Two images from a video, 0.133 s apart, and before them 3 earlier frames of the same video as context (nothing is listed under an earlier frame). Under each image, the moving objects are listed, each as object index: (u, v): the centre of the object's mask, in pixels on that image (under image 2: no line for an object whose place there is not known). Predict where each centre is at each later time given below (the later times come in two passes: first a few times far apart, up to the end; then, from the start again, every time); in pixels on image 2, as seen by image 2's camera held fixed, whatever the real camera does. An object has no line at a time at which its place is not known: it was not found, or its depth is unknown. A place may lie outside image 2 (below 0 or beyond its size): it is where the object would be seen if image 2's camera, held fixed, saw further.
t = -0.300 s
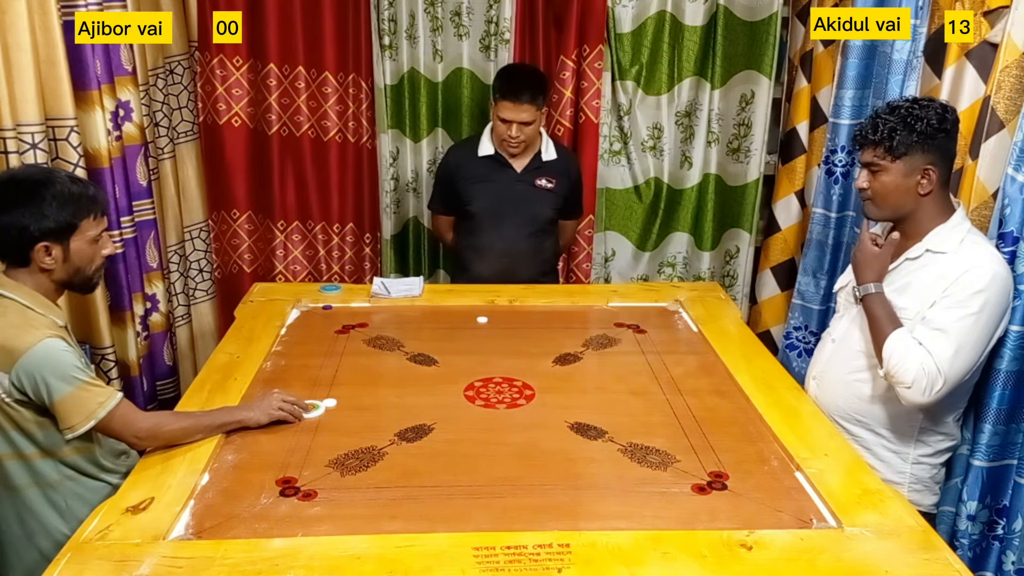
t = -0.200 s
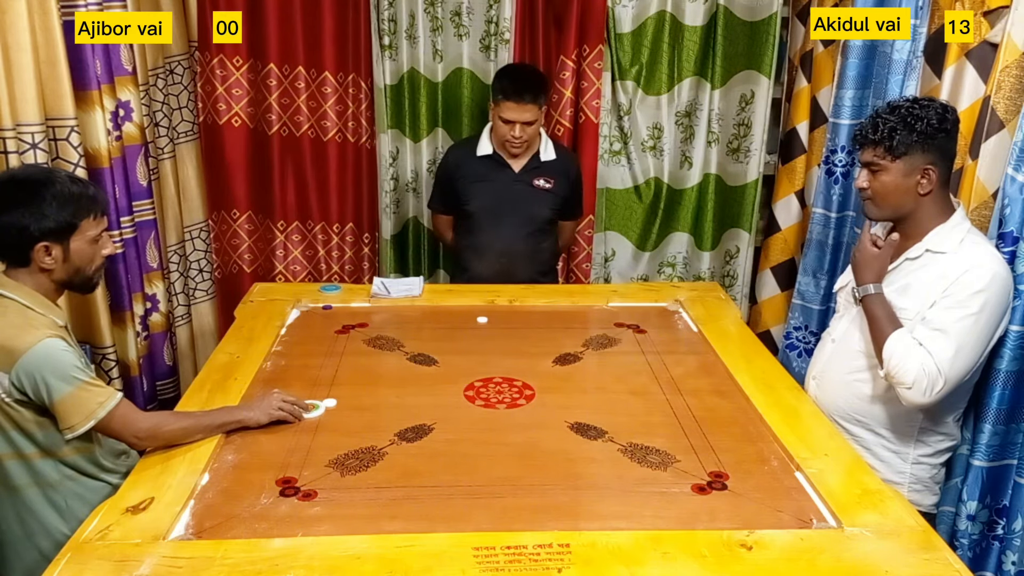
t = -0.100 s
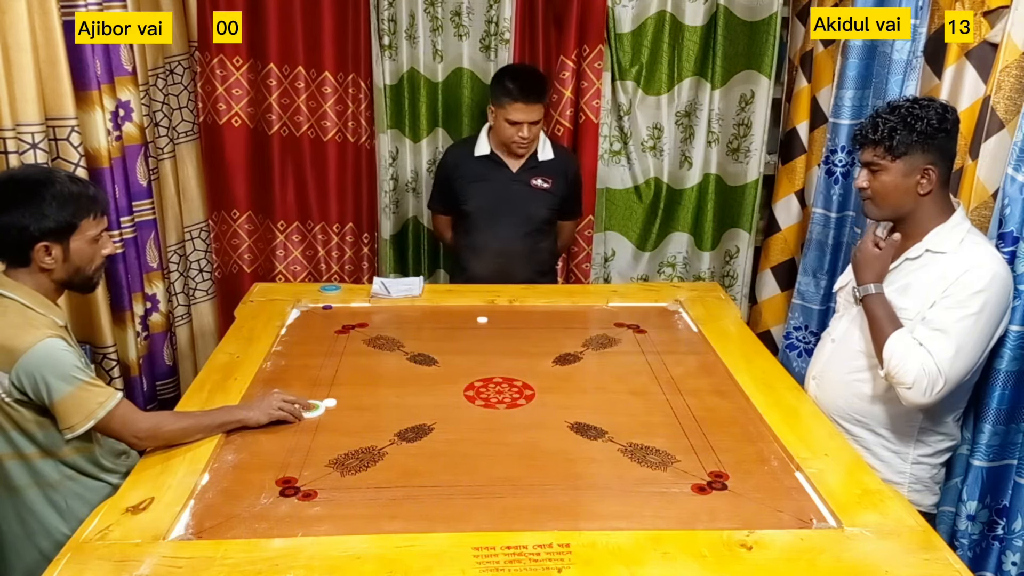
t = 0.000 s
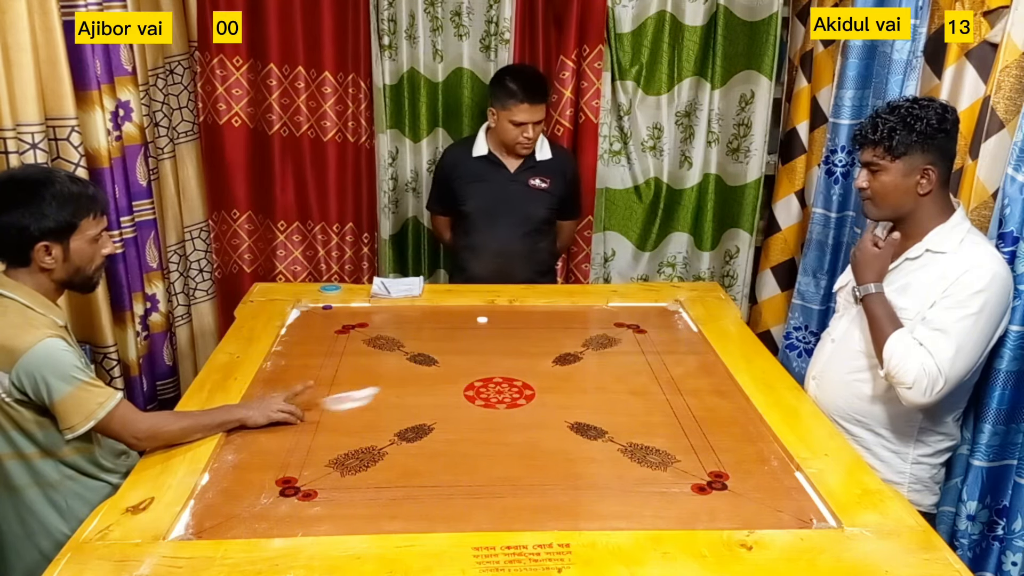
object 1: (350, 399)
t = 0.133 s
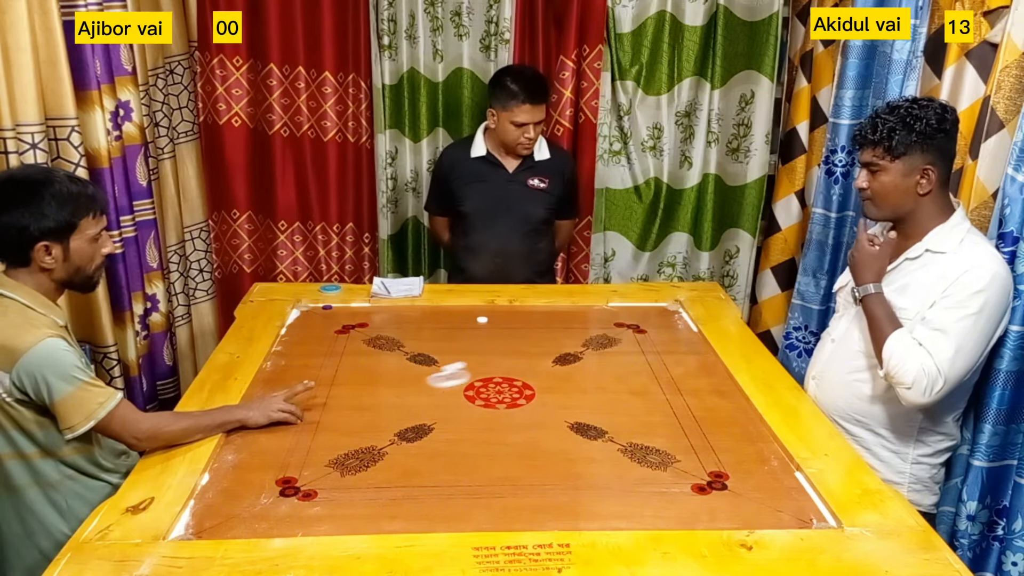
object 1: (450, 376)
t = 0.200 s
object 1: (491, 366)
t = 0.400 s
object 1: (597, 347)
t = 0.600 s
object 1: (676, 330)
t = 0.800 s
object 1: (676, 321)
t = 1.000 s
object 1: (674, 320)
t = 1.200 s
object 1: (674, 320)
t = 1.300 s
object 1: (674, 320)
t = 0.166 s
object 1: (471, 371)
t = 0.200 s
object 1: (491, 366)
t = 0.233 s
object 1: (510, 361)
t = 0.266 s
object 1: (528, 357)
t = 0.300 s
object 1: (545, 353)
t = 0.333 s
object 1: (565, 354)
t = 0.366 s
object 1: (581, 350)
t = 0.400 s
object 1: (597, 347)
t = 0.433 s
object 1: (611, 344)
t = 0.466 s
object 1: (626, 341)
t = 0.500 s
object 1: (640, 338)
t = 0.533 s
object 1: (653, 335)
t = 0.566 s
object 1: (665, 333)
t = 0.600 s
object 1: (676, 330)
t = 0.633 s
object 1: (682, 327)
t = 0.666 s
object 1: (682, 326)
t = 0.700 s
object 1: (680, 324)
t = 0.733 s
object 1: (678, 323)
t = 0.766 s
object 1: (677, 322)
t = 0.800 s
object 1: (676, 321)
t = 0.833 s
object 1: (676, 321)
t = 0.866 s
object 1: (675, 320)
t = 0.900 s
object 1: (675, 320)
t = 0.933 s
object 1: (675, 320)
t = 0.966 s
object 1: (674, 320)
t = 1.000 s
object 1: (674, 320)
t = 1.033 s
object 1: (674, 320)
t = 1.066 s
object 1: (674, 320)
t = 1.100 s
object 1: (674, 320)
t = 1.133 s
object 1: (674, 320)
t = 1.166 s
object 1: (674, 320)
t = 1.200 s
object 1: (674, 320)
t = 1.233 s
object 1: (674, 320)
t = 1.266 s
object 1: (674, 320)
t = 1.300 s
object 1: (674, 320)
